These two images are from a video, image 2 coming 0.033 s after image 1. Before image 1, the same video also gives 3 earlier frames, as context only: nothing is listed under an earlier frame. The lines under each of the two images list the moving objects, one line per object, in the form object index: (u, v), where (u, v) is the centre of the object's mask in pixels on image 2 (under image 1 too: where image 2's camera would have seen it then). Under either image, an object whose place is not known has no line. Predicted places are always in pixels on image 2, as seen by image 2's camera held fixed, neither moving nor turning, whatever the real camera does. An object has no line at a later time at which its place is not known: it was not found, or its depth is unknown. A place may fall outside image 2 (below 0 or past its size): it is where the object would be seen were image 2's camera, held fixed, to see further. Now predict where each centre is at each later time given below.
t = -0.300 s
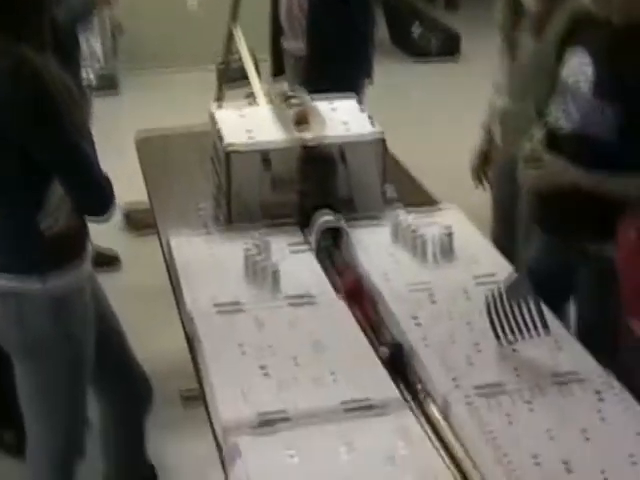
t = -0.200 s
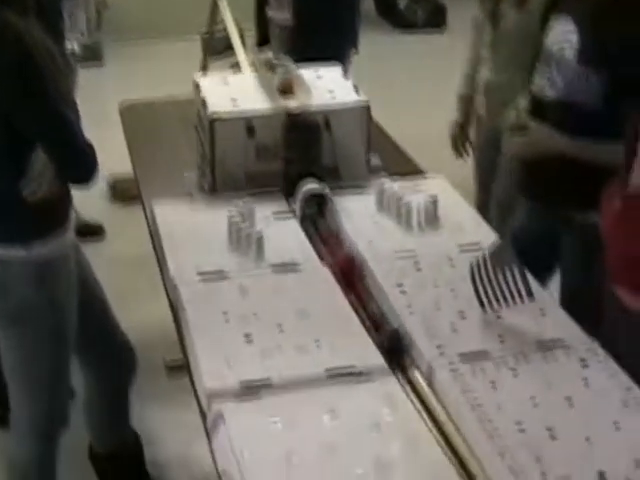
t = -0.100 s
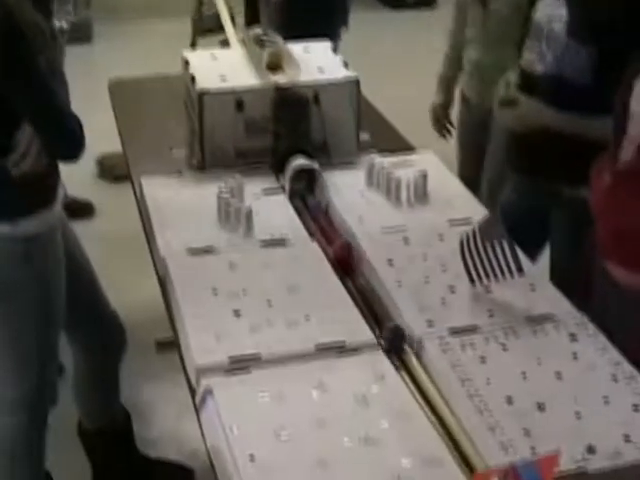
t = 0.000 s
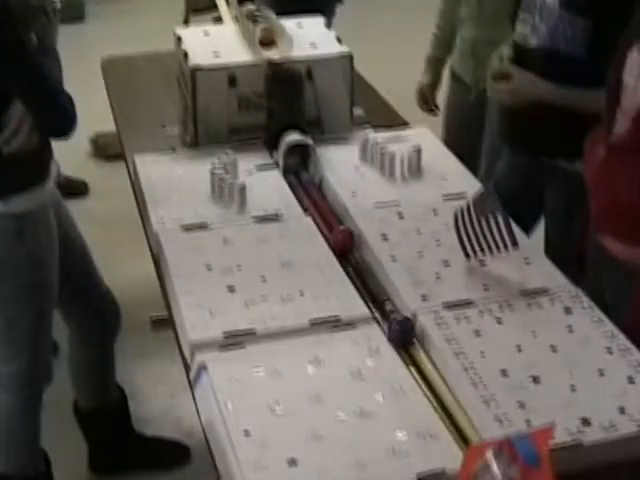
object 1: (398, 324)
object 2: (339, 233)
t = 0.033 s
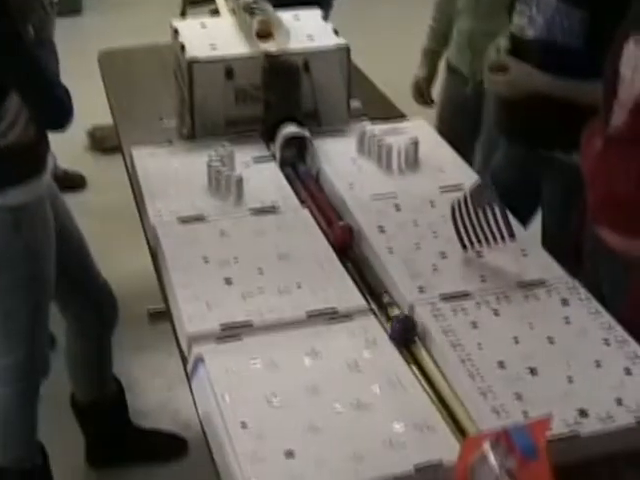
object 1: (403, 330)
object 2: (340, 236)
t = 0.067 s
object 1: (407, 337)
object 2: (343, 239)
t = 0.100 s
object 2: (347, 245)
